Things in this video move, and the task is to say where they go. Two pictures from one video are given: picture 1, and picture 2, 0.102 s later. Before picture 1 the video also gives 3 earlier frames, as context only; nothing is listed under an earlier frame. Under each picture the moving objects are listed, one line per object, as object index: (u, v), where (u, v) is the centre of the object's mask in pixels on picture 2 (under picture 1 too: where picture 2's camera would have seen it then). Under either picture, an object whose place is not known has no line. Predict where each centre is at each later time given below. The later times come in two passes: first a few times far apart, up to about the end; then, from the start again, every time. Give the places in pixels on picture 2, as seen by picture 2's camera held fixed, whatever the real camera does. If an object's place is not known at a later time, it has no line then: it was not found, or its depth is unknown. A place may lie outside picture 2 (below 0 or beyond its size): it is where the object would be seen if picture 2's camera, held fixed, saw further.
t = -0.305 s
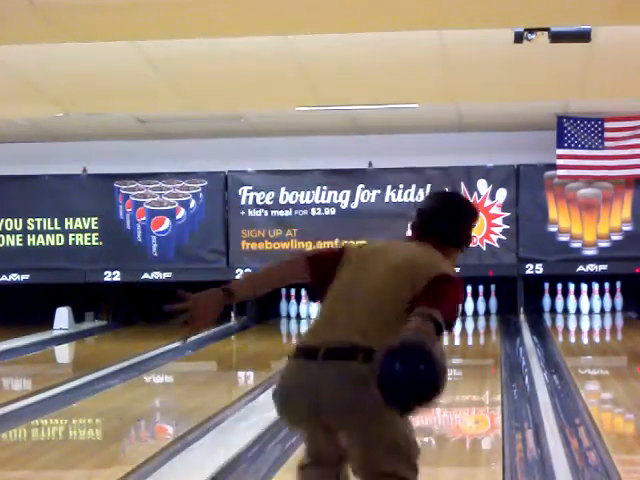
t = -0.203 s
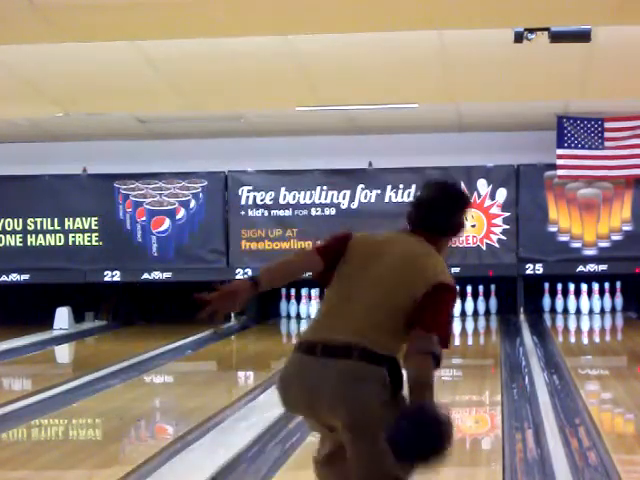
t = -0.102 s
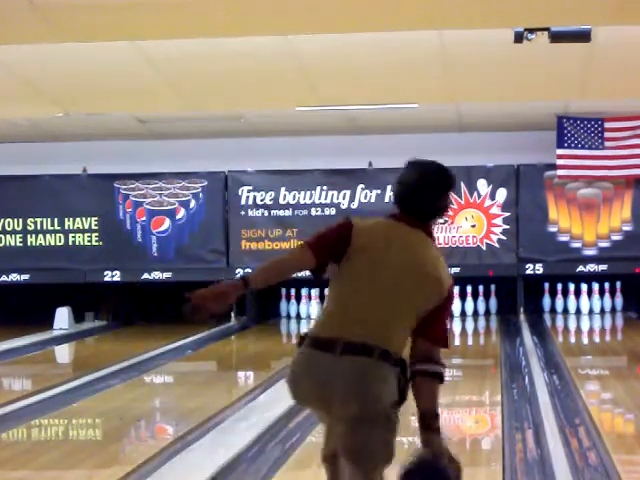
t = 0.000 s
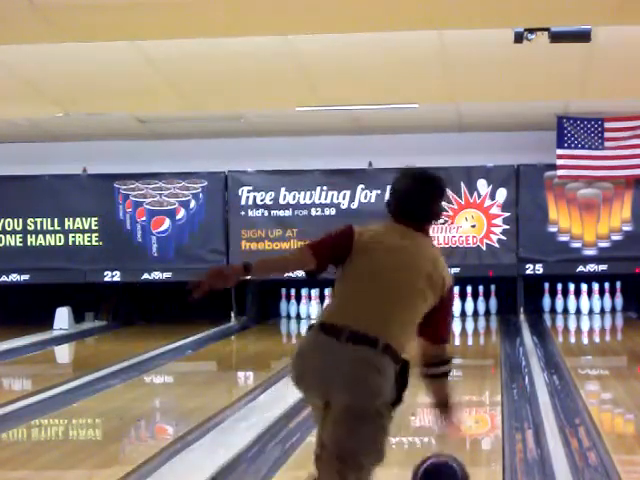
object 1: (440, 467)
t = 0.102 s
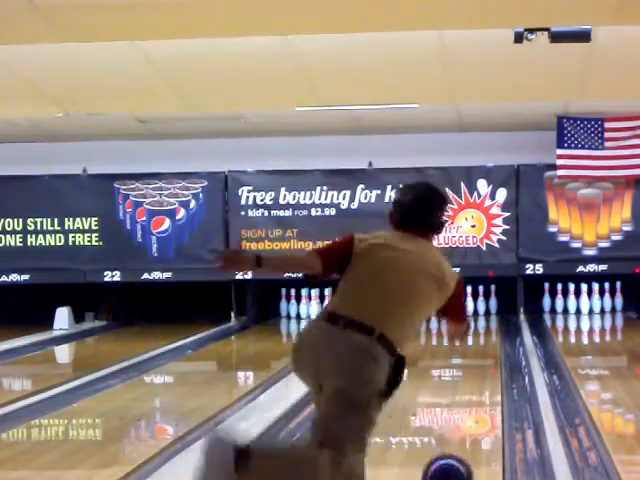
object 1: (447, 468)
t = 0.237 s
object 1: (454, 449)
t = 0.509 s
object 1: (463, 405)
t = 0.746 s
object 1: (468, 381)
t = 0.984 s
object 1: (474, 361)
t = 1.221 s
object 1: (479, 347)
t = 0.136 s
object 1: (449, 465)
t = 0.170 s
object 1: (451, 460)
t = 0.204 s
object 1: (452, 456)
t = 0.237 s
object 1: (454, 449)
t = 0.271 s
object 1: (455, 443)
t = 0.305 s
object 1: (457, 437)
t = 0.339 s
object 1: (458, 431)
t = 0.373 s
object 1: (459, 425)
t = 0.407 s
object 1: (460, 419)
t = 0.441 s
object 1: (461, 414)
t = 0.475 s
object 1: (462, 409)
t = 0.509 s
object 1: (463, 405)
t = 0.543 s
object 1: (464, 401)
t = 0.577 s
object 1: (465, 397)
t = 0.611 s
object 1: (465, 393)
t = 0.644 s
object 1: (466, 391)
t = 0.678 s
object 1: (467, 387)
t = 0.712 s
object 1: (467, 384)
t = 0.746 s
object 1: (468, 381)
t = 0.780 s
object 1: (469, 377)
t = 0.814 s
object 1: (470, 374)
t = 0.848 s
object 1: (471, 370)
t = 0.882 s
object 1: (472, 368)
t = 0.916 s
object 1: (473, 366)
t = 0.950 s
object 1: (473, 363)
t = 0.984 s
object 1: (474, 361)
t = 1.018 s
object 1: (475, 359)
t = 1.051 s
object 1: (476, 356)
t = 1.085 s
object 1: (476, 354)
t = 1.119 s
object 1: (477, 352)
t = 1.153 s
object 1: (478, 350)
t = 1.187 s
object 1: (478, 348)
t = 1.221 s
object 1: (479, 347)
